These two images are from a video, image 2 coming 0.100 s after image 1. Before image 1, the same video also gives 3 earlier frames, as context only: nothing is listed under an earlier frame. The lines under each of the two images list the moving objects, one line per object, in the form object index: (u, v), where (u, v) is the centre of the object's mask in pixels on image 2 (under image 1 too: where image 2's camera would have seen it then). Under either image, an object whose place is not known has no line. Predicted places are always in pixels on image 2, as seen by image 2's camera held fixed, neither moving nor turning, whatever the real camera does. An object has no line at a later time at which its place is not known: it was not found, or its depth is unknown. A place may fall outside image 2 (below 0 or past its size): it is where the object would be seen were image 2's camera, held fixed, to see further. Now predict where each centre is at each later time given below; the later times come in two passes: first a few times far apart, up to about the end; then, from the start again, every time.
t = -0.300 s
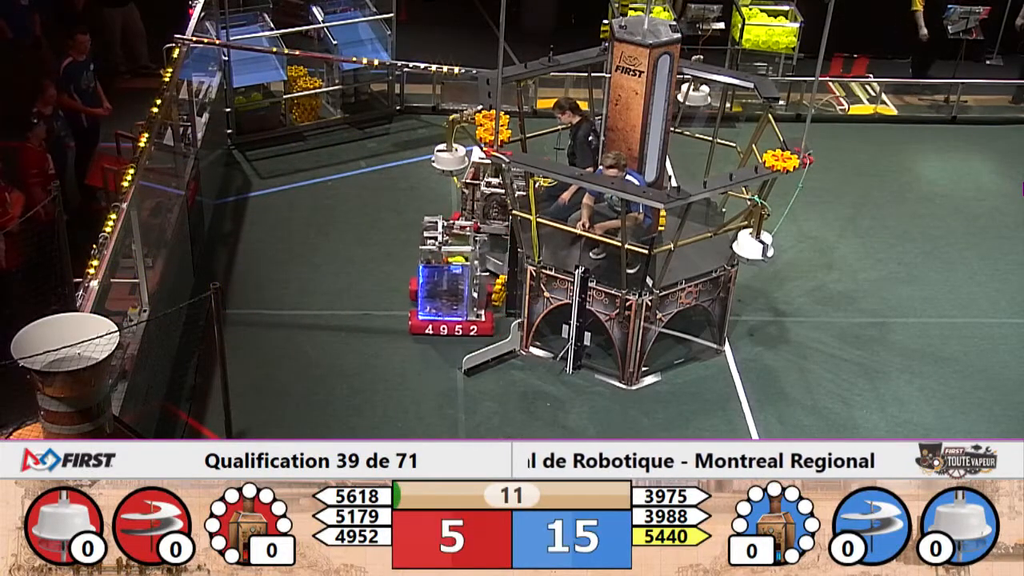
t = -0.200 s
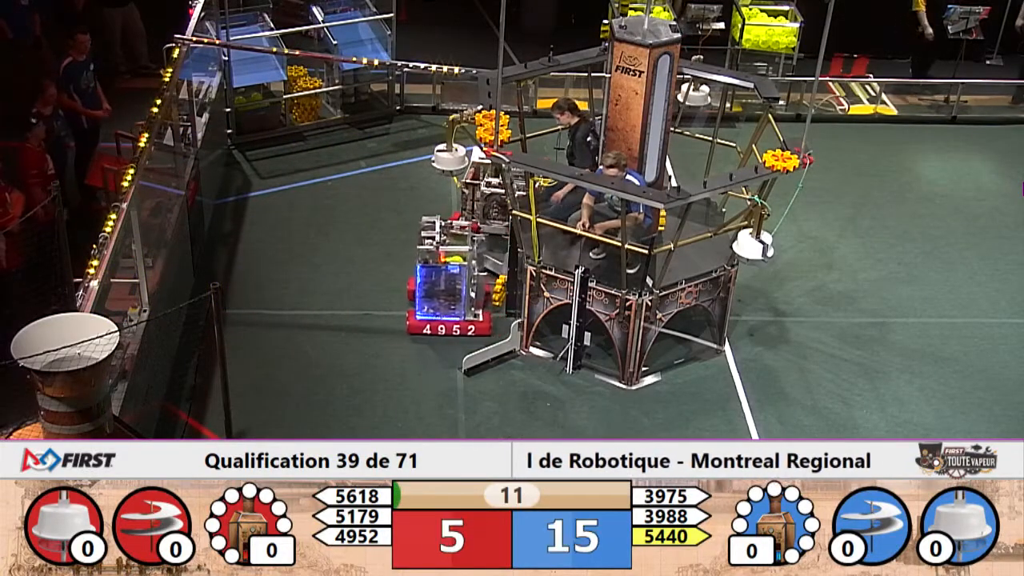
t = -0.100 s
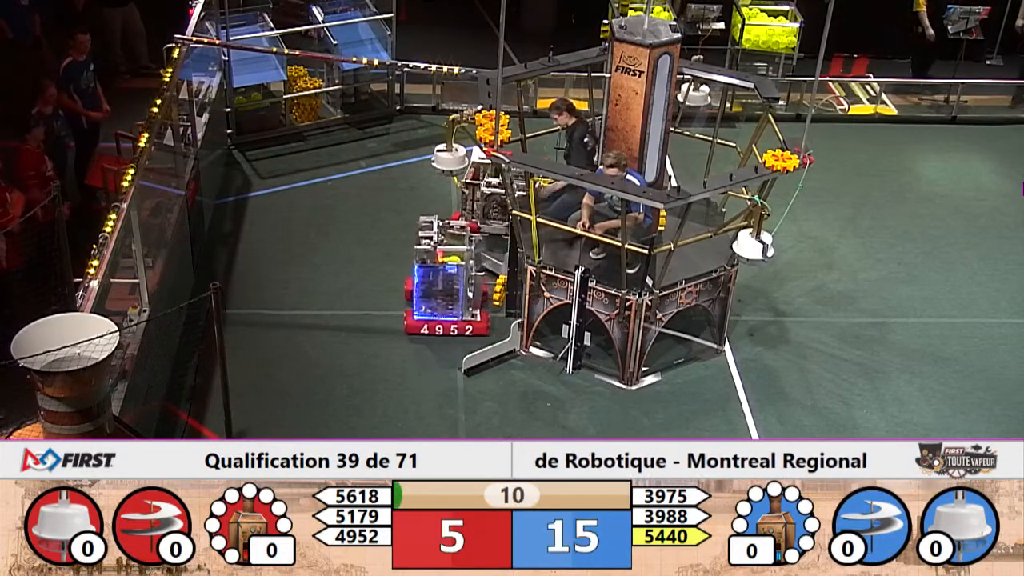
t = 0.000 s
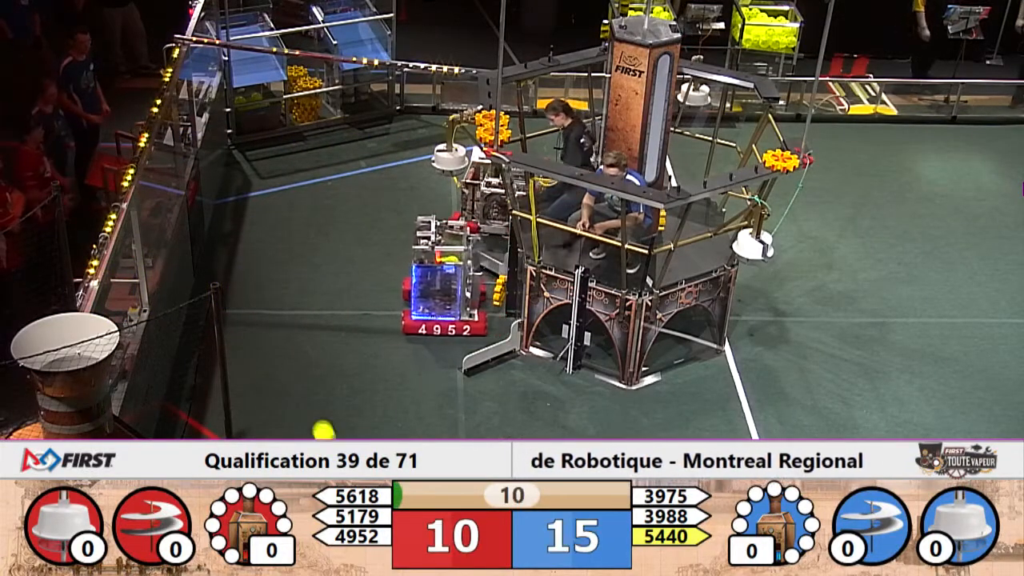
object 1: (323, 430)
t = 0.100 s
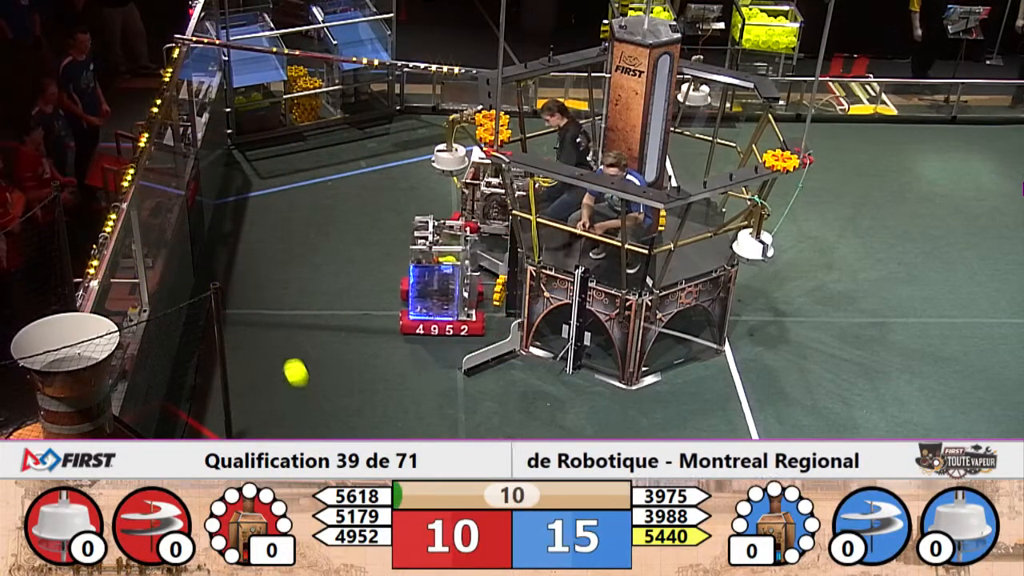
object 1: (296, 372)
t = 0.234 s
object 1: (255, 308)
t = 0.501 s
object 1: (172, 255)
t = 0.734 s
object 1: (105, 299)
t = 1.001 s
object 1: (32, 356)
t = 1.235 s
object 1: (74, 339)
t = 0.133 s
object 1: (286, 354)
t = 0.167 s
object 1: (276, 337)
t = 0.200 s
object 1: (266, 322)
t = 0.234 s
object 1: (255, 308)
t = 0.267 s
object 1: (245, 295)
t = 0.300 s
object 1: (234, 284)
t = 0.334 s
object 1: (223, 276)
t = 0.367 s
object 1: (213, 268)
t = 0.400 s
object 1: (202, 262)
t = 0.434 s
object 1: (192, 258)
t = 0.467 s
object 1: (181, 256)
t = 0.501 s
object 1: (172, 255)
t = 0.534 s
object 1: (161, 257)
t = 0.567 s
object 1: (151, 259)
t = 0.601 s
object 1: (142, 264)
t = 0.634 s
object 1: (132, 270)
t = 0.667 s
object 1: (123, 278)
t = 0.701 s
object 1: (114, 288)
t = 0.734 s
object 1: (105, 299)
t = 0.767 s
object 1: (97, 311)
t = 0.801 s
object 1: (88, 326)
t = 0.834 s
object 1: (81, 342)
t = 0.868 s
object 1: (73, 359)
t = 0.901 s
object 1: (60, 360)
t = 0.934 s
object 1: (46, 361)
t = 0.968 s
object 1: (35, 360)
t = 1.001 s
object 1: (32, 356)
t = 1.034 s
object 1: (31, 351)
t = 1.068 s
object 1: (30, 348)
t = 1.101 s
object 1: (38, 342)
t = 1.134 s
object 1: (46, 340)
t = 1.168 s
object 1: (55, 338)
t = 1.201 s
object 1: (65, 337)
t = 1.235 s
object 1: (74, 339)
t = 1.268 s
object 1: (82, 344)
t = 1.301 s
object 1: (87, 351)
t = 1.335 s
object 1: (89, 356)
